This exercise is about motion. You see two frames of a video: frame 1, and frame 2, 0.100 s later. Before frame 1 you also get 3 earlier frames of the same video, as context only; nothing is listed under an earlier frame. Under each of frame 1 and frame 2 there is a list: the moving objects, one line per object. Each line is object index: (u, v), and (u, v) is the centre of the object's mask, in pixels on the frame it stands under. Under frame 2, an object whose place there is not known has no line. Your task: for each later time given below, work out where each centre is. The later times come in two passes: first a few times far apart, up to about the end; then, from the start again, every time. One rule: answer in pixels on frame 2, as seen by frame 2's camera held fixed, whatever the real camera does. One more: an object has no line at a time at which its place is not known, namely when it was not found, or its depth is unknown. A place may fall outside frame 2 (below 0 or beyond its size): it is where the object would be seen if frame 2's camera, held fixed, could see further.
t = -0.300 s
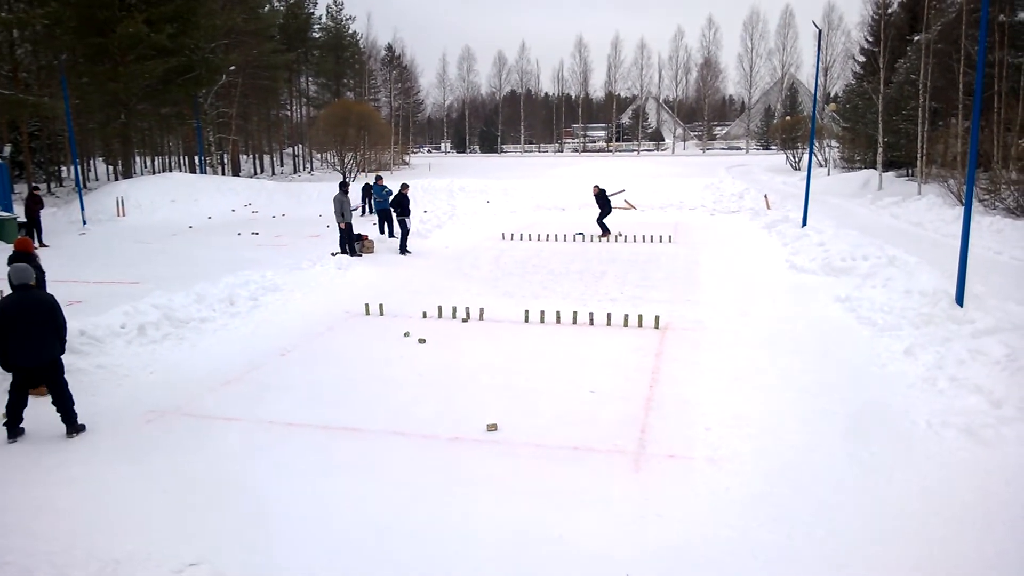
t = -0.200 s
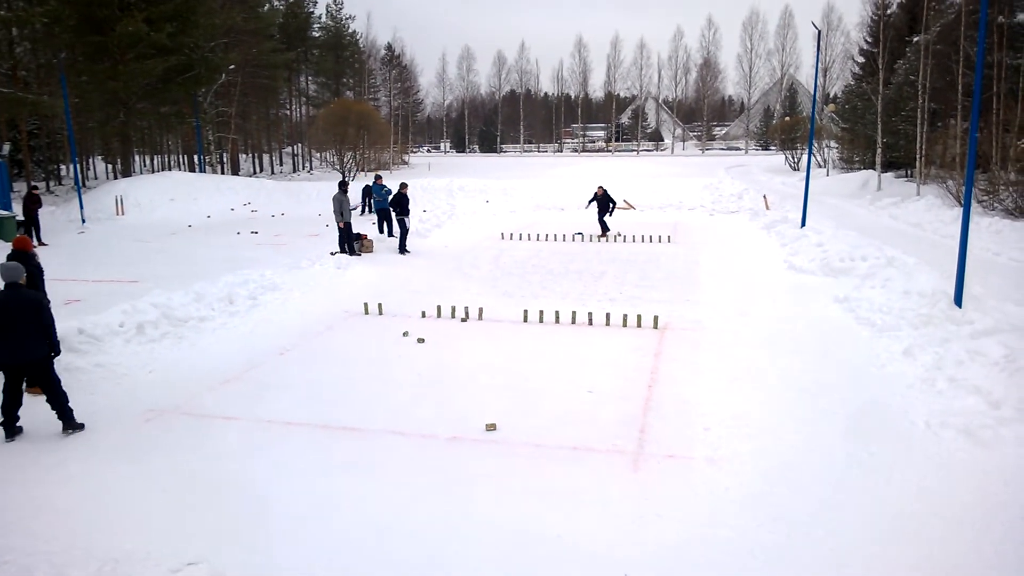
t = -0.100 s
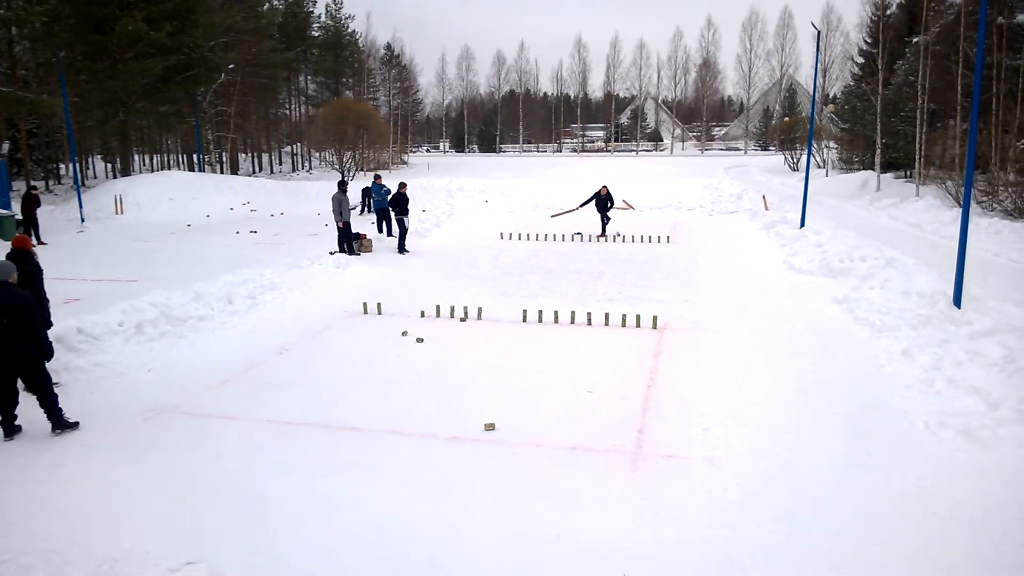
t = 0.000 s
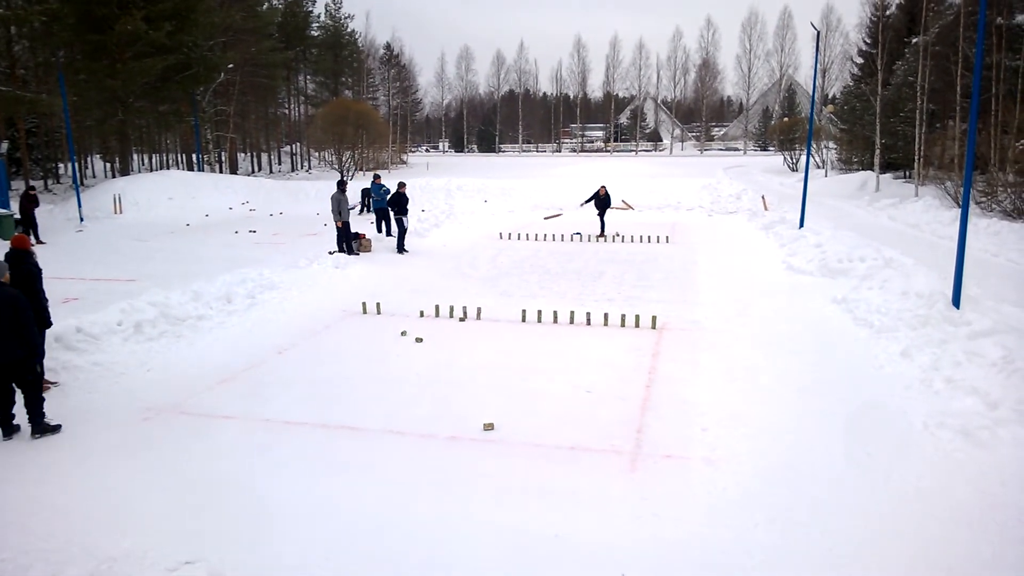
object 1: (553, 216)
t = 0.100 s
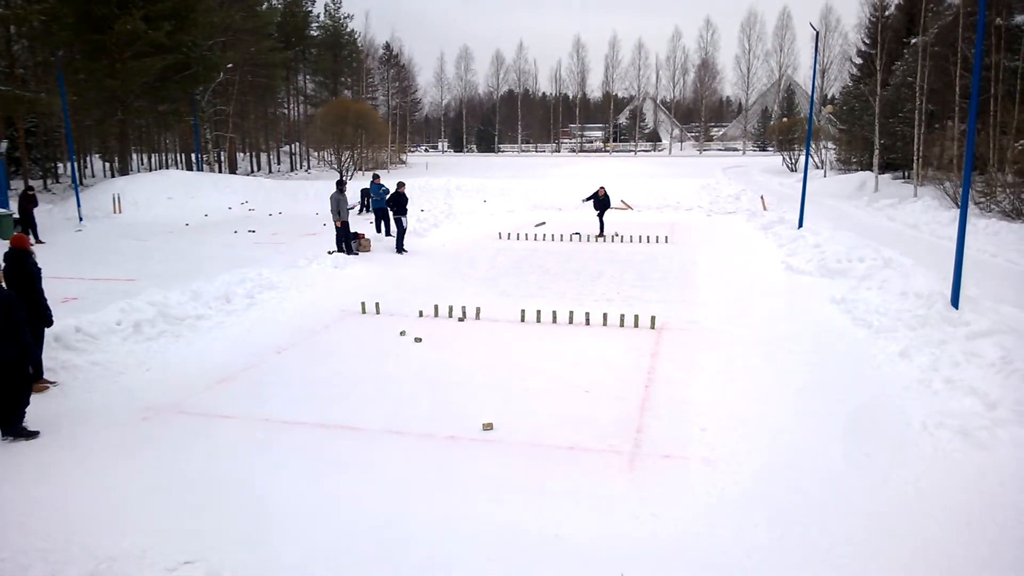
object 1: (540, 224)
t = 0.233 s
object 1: (521, 244)
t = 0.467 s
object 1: (483, 287)
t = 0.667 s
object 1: (443, 315)
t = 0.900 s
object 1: (395, 342)
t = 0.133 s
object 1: (535, 228)
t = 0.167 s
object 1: (531, 233)
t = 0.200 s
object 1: (526, 238)
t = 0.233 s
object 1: (521, 244)
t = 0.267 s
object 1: (516, 250)
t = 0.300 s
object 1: (511, 257)
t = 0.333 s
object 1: (505, 265)
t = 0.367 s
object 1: (500, 275)
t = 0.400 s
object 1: (494, 279)
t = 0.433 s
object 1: (489, 283)
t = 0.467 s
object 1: (483, 287)
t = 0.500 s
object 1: (477, 292)
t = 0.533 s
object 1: (471, 296)
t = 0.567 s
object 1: (464, 301)
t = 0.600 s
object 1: (456, 305)
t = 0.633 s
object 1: (449, 311)
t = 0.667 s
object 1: (443, 315)
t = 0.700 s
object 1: (439, 318)
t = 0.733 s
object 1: (436, 321)
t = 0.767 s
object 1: (429, 325)
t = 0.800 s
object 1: (423, 328)
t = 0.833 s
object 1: (409, 333)
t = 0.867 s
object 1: (402, 338)
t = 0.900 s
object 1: (395, 342)
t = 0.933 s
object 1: (384, 346)
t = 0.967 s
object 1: (374, 351)
